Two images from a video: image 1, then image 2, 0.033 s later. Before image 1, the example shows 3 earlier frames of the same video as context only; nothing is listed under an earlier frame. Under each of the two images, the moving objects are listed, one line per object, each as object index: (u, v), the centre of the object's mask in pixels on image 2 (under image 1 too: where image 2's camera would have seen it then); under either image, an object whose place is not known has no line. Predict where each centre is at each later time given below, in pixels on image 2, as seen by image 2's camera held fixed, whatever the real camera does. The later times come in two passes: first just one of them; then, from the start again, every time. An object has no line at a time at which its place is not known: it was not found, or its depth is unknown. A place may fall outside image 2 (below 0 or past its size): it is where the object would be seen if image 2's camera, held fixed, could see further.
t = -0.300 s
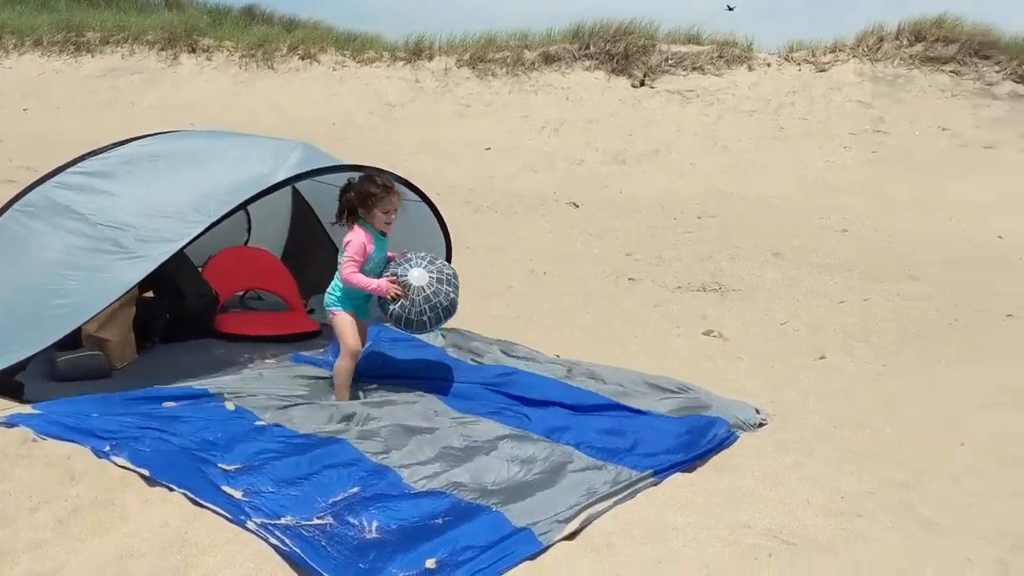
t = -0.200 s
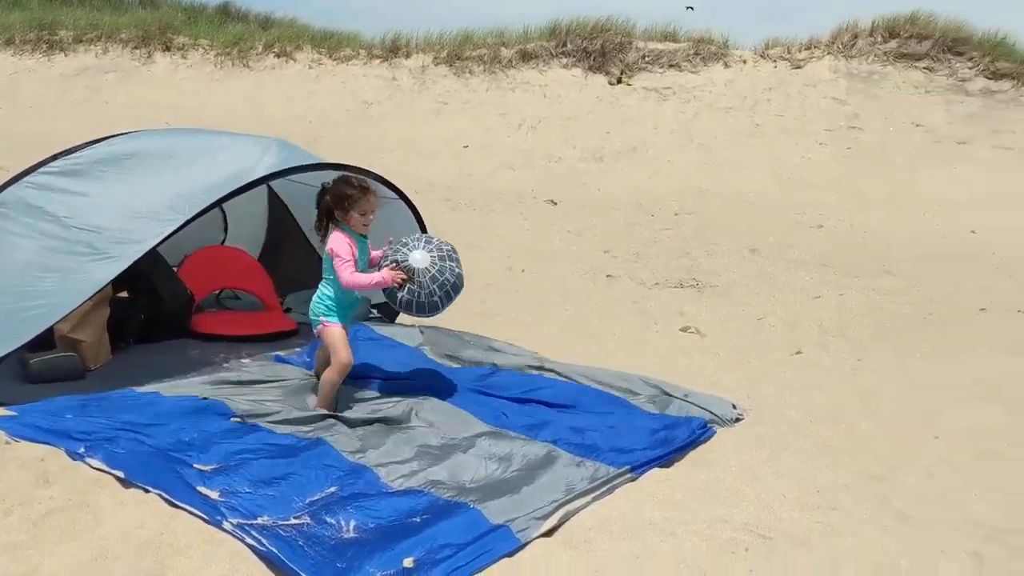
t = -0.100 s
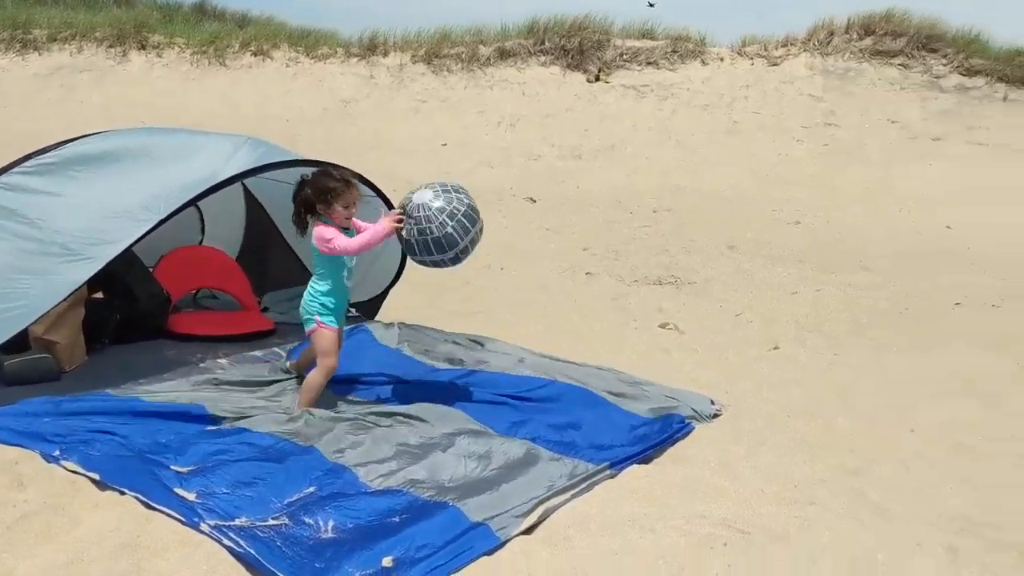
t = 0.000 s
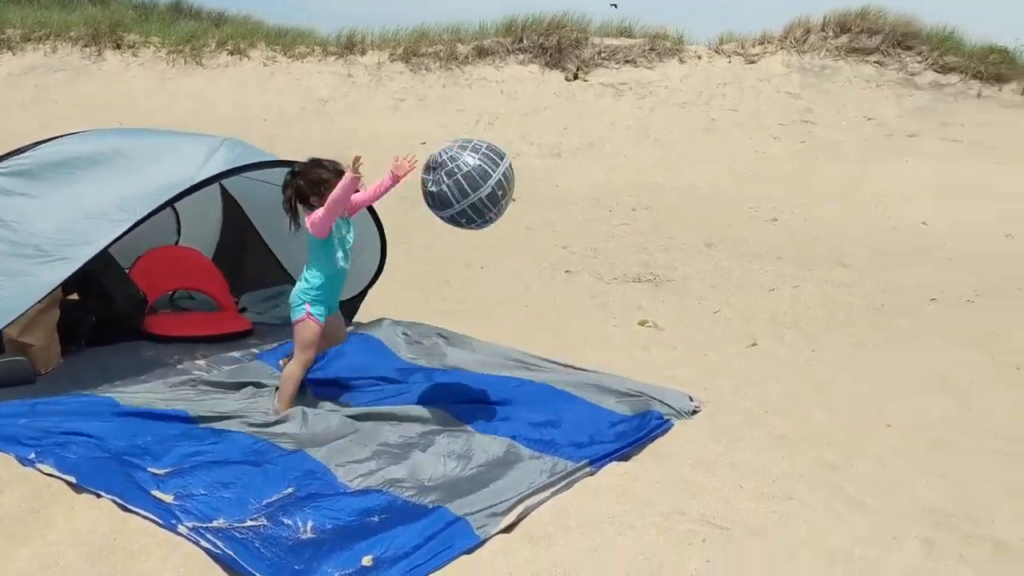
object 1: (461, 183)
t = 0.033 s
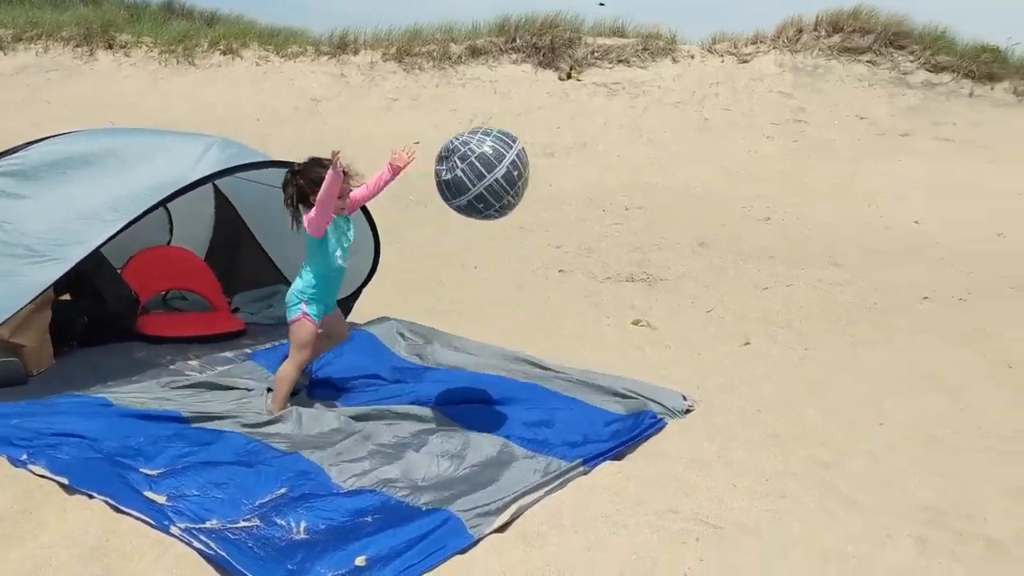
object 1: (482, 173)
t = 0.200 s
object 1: (615, 153)
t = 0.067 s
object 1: (506, 164)
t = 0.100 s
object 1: (531, 159)
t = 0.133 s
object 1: (557, 155)
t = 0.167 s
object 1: (586, 153)
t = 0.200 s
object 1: (615, 153)
